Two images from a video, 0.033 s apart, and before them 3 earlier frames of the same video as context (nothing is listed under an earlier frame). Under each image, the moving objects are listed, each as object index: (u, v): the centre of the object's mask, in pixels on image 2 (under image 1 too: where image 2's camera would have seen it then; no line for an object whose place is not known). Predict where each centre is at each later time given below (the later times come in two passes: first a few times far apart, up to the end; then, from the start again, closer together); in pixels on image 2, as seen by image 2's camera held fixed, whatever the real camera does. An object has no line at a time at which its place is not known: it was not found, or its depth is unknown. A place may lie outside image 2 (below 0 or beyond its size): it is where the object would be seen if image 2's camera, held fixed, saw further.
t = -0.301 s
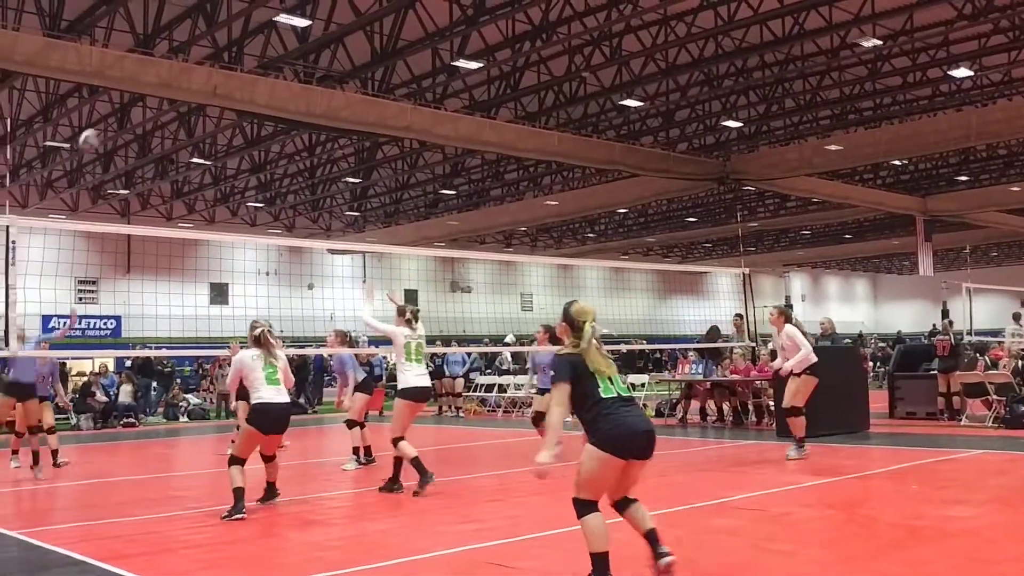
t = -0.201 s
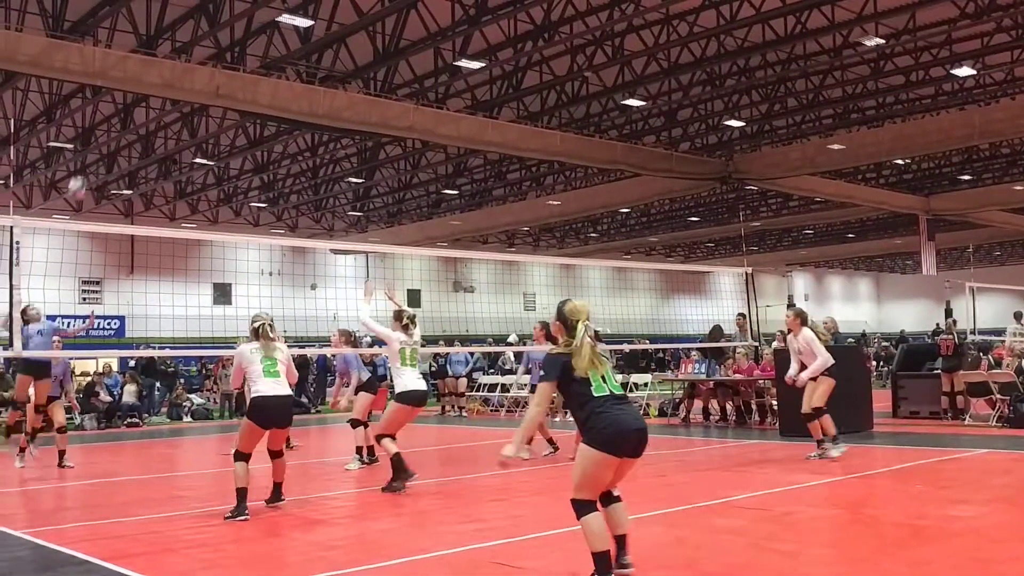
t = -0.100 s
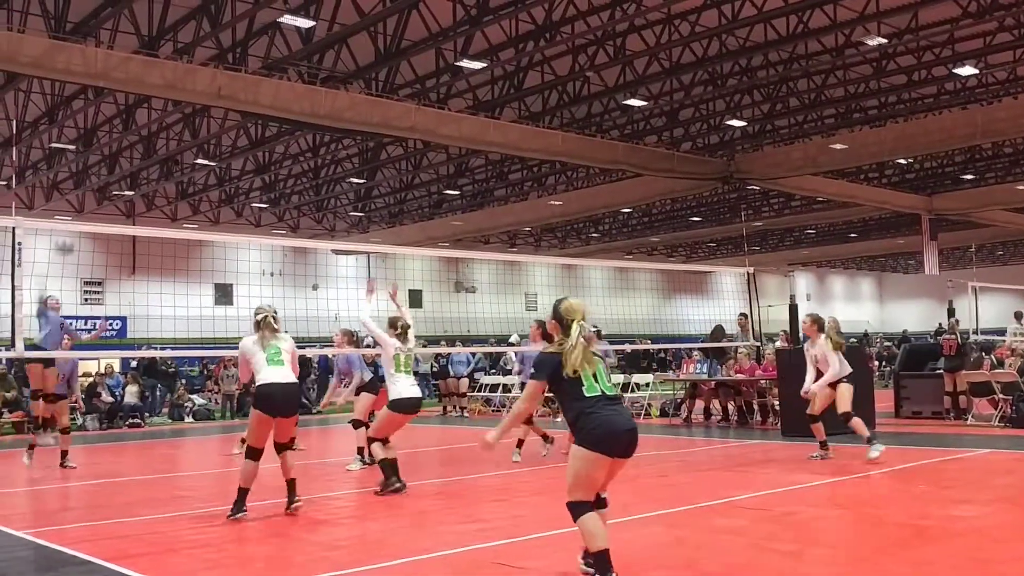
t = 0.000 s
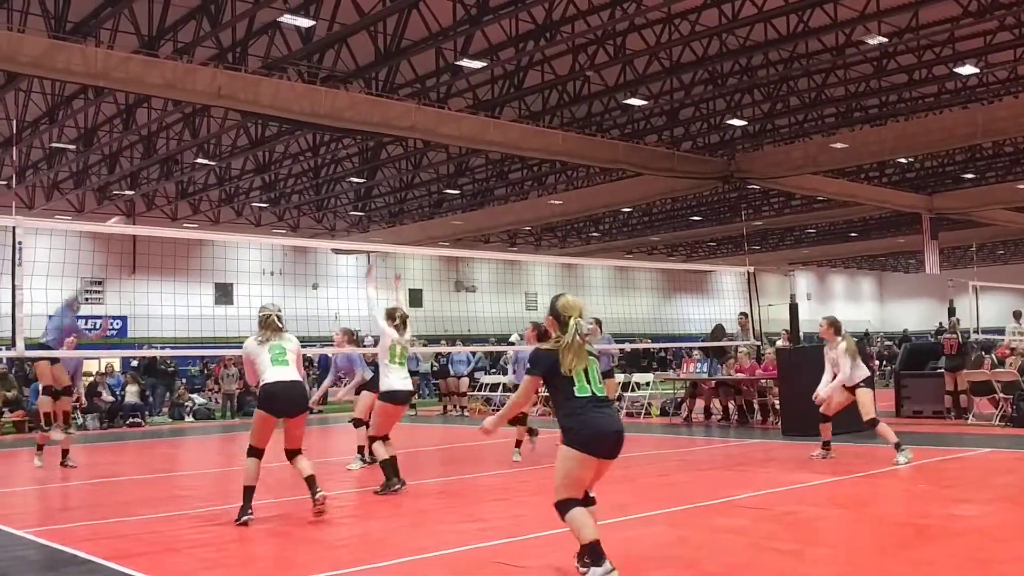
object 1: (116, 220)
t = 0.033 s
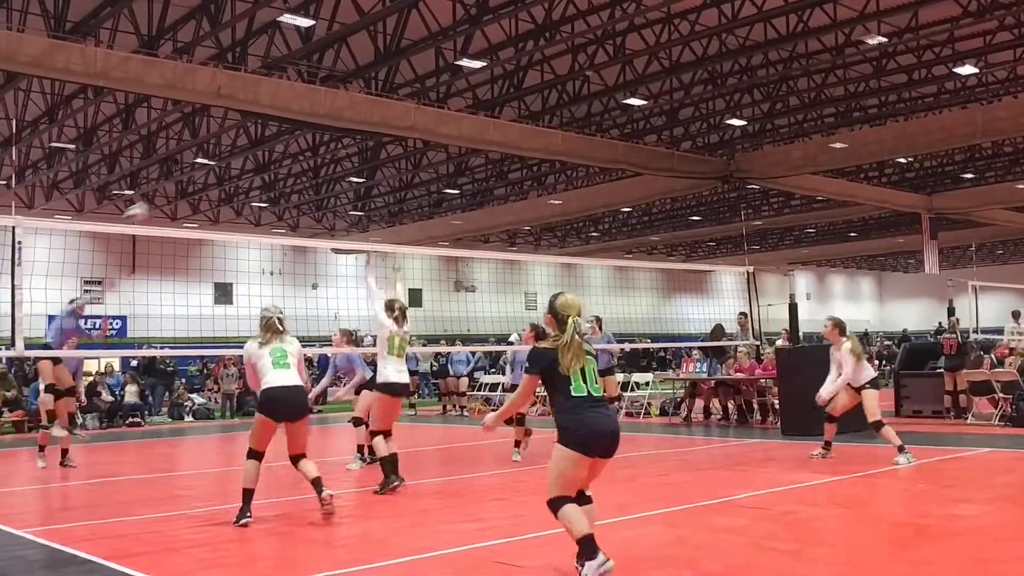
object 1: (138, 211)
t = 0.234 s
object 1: (290, 148)
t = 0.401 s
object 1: (426, 123)
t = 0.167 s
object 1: (238, 166)
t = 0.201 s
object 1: (263, 157)
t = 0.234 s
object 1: (290, 148)
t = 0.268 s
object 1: (317, 141)
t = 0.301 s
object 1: (345, 137)
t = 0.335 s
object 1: (373, 130)
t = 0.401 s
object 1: (426, 123)
